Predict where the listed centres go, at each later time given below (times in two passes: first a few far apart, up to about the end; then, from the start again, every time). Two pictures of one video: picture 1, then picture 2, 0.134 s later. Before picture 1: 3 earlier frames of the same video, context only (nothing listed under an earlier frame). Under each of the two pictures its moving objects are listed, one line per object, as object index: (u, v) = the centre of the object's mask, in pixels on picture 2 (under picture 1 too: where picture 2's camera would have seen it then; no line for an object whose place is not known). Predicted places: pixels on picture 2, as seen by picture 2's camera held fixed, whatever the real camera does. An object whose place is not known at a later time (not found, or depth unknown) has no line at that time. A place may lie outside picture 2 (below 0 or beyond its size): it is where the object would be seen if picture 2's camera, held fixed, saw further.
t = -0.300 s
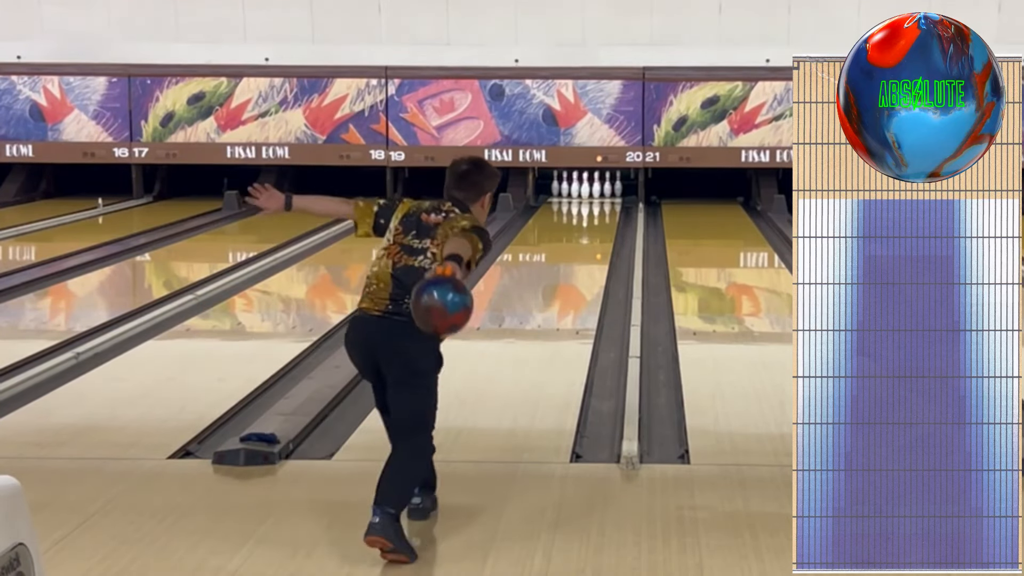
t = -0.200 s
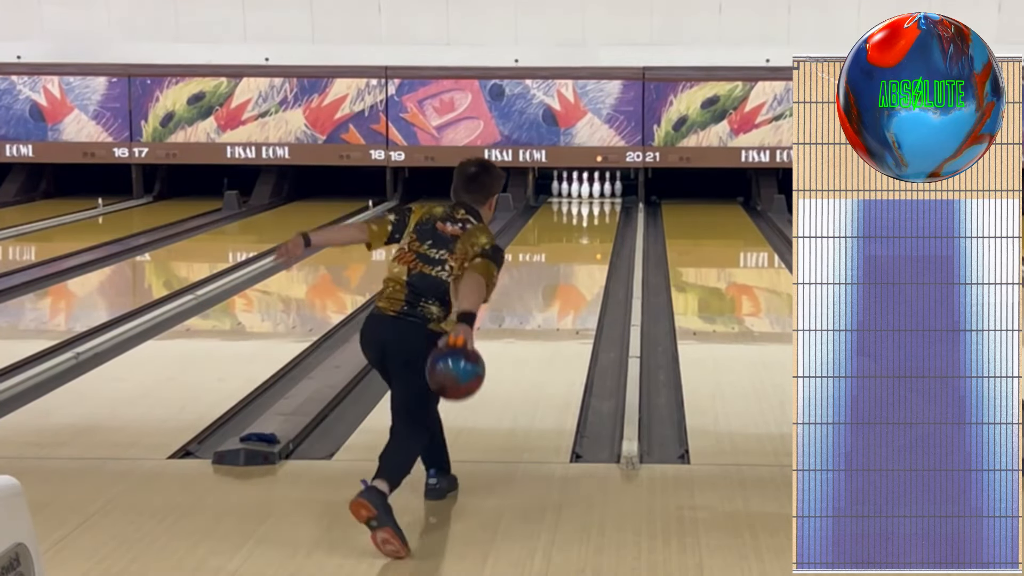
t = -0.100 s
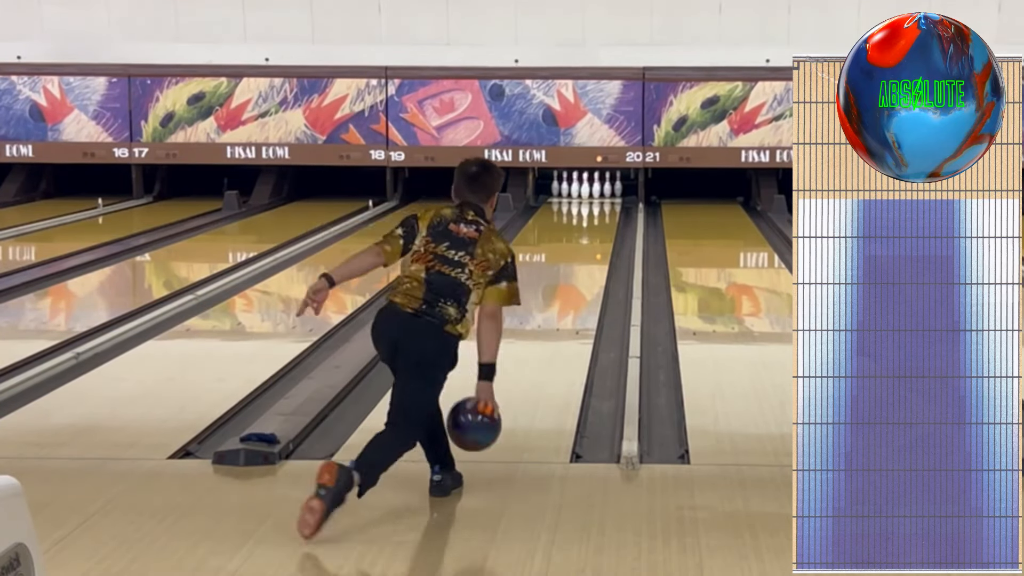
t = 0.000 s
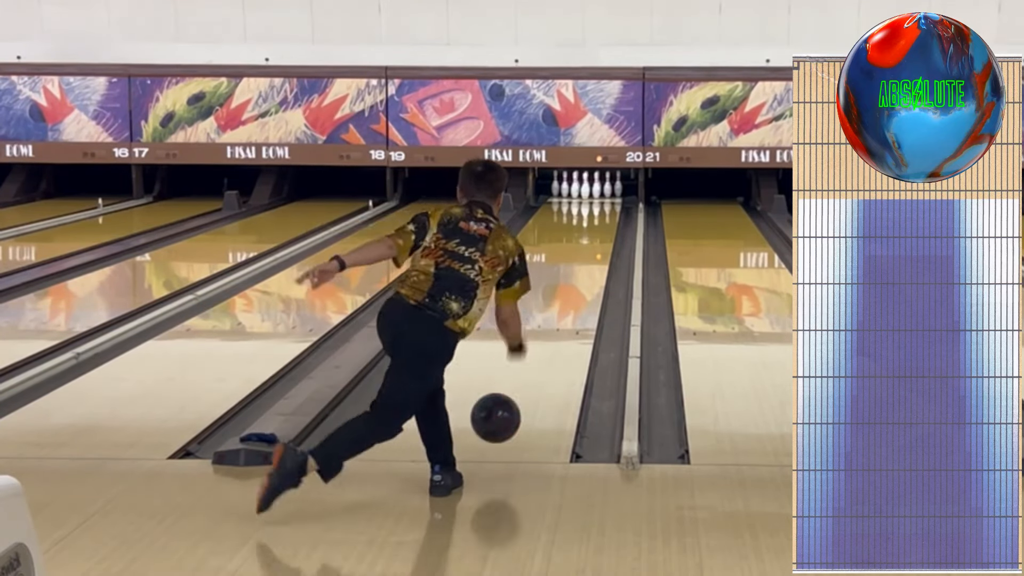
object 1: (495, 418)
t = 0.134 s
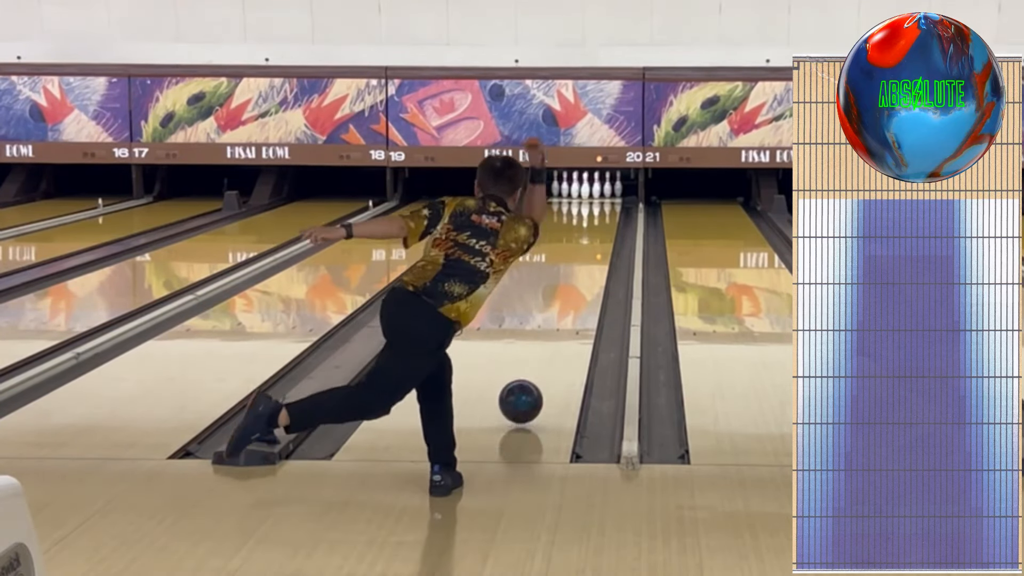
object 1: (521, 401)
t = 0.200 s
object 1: (528, 391)
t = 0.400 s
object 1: (551, 351)
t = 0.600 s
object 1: (568, 320)
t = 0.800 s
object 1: (581, 295)
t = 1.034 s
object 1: (592, 272)
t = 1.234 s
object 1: (599, 257)
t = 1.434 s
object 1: (603, 244)
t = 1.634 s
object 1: (606, 233)
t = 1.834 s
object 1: (607, 224)
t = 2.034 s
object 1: (606, 215)
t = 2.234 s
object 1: (603, 208)
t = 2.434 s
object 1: (598, 203)
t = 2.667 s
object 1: (592, 196)
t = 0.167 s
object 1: (523, 397)
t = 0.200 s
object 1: (528, 391)
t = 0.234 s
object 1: (534, 380)
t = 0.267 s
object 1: (536, 376)
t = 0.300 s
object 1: (540, 370)
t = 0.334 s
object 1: (546, 360)
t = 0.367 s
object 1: (547, 357)
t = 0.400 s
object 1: (551, 351)
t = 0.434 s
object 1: (556, 342)
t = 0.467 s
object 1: (557, 339)
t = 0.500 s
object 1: (560, 334)
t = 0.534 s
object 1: (564, 327)
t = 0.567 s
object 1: (566, 324)
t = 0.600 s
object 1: (568, 320)
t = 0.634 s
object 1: (572, 313)
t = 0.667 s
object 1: (573, 311)
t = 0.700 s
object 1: (575, 307)
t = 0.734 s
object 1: (577, 303)
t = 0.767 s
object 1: (579, 299)
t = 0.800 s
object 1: (581, 295)
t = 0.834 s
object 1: (583, 292)
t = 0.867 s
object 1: (585, 288)
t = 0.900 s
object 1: (586, 285)
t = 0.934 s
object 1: (588, 282)
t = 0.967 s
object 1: (590, 279)
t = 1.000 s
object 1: (591, 275)
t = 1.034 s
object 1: (592, 272)
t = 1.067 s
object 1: (594, 270)
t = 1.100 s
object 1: (595, 267)
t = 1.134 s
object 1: (596, 264)
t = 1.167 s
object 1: (597, 261)
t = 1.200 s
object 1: (598, 259)
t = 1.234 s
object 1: (599, 257)
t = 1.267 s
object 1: (600, 254)
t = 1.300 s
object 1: (600, 252)
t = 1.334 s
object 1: (601, 250)
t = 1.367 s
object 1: (602, 248)
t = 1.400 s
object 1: (602, 246)
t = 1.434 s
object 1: (603, 244)
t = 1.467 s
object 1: (604, 242)
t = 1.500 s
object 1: (604, 240)
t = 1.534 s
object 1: (604, 238)
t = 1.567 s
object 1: (605, 236)
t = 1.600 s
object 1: (605, 234)
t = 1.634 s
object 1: (606, 233)
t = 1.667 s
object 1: (606, 231)
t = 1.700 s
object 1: (606, 230)
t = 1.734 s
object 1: (606, 228)
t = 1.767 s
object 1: (606, 227)
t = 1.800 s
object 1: (606, 225)
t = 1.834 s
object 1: (607, 224)
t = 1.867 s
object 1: (606, 222)
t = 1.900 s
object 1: (606, 221)
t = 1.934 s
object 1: (606, 220)
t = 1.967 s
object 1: (606, 218)
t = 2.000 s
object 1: (606, 217)
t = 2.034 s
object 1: (606, 215)
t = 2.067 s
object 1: (606, 214)
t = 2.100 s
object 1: (605, 213)
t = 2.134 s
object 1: (605, 212)
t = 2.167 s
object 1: (604, 211)
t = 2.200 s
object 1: (604, 209)
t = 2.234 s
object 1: (603, 208)
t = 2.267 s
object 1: (602, 208)
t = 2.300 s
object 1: (601, 207)
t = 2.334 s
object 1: (600, 205)
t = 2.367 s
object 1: (600, 205)
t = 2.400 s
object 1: (599, 204)
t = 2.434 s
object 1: (598, 203)
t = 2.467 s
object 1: (597, 202)
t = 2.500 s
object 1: (596, 201)
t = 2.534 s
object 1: (596, 200)
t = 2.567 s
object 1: (595, 199)
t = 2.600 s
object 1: (594, 198)
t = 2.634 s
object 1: (593, 197)
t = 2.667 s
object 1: (592, 196)
